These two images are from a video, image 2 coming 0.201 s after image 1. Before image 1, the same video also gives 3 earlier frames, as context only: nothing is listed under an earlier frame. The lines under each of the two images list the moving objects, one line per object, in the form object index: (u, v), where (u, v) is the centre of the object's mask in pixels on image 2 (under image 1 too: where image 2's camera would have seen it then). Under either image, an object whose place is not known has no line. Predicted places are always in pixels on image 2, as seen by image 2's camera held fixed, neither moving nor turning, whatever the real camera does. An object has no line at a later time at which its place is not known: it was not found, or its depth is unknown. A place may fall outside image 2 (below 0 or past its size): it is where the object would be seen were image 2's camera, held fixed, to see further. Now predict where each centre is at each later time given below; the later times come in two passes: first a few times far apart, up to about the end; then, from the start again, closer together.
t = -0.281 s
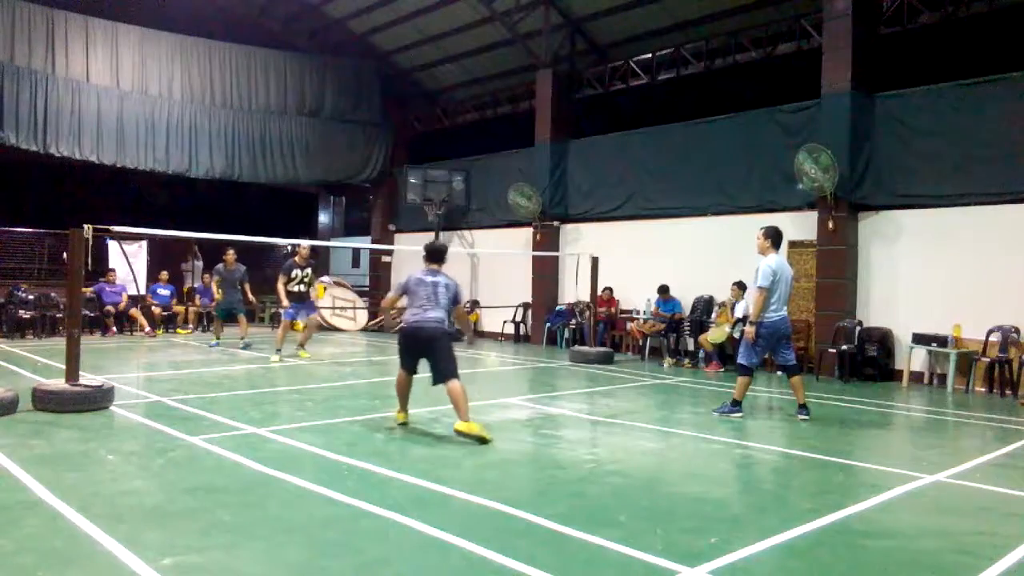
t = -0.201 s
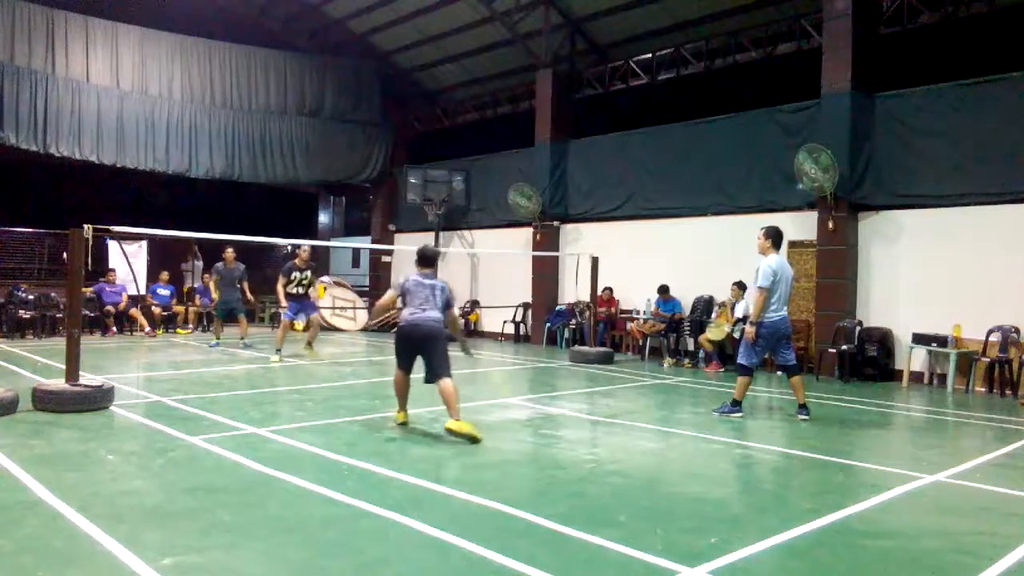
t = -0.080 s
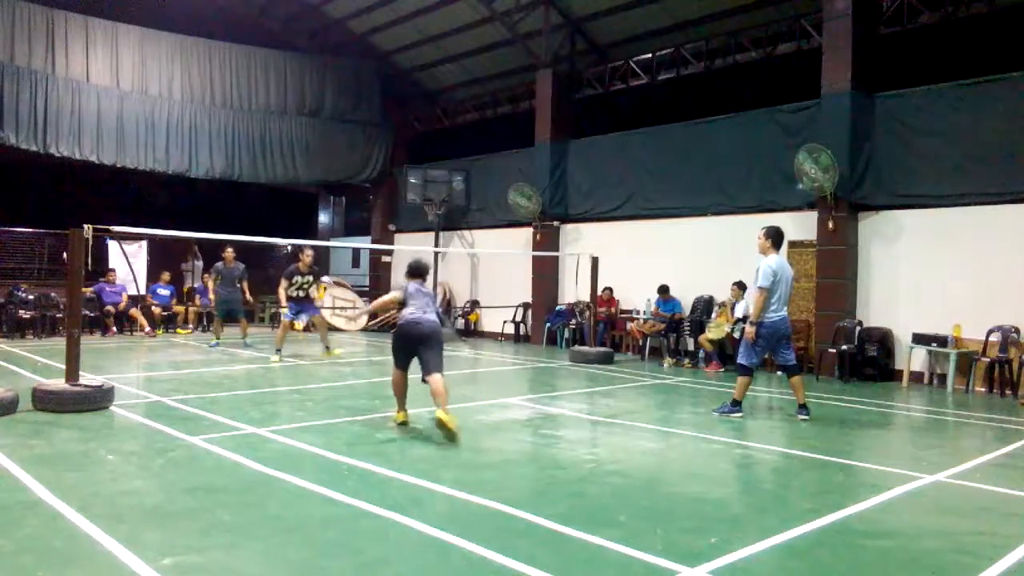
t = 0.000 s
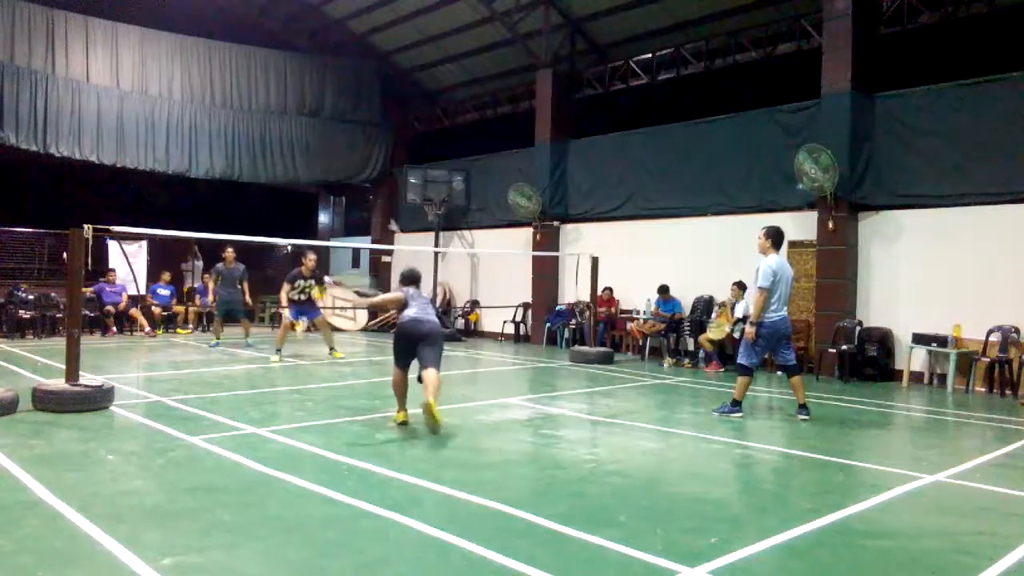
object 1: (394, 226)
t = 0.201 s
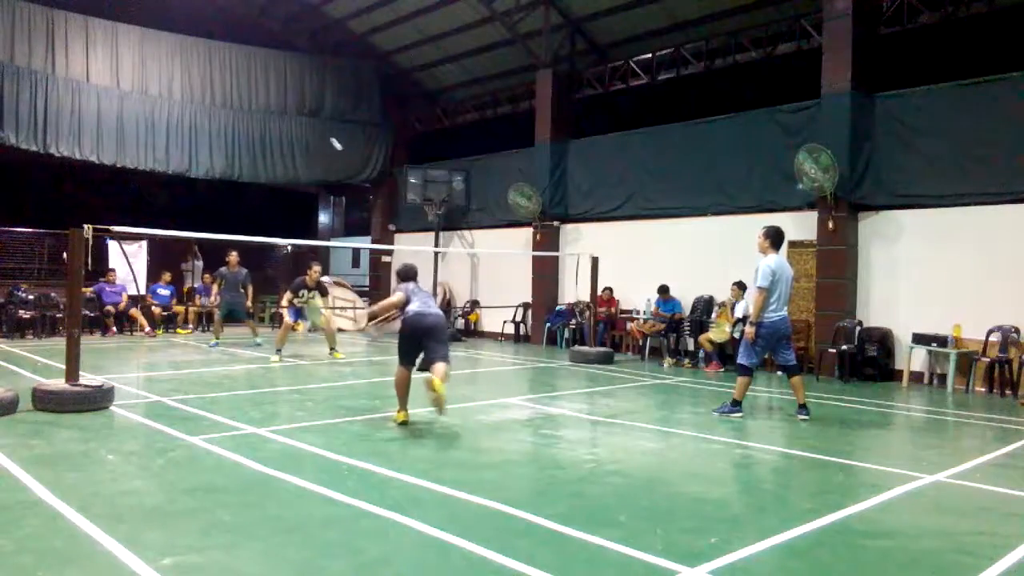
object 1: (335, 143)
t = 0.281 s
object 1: (321, 129)
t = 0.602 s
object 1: (286, 126)
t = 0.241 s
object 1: (328, 135)
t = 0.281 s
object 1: (321, 129)
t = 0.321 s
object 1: (315, 125)
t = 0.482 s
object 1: (297, 120)
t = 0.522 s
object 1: (293, 121)
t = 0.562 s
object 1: (290, 123)
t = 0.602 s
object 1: (286, 126)
